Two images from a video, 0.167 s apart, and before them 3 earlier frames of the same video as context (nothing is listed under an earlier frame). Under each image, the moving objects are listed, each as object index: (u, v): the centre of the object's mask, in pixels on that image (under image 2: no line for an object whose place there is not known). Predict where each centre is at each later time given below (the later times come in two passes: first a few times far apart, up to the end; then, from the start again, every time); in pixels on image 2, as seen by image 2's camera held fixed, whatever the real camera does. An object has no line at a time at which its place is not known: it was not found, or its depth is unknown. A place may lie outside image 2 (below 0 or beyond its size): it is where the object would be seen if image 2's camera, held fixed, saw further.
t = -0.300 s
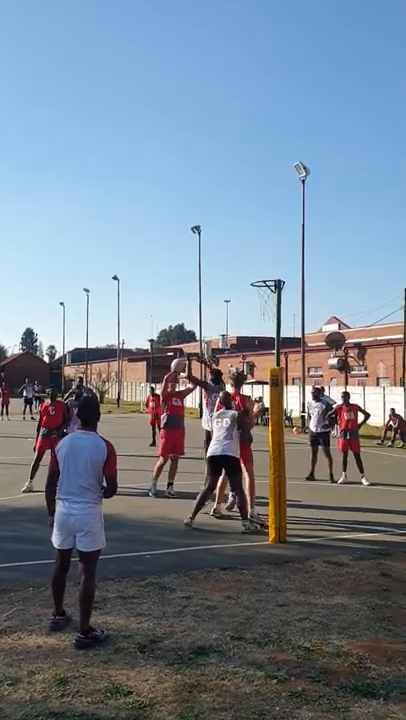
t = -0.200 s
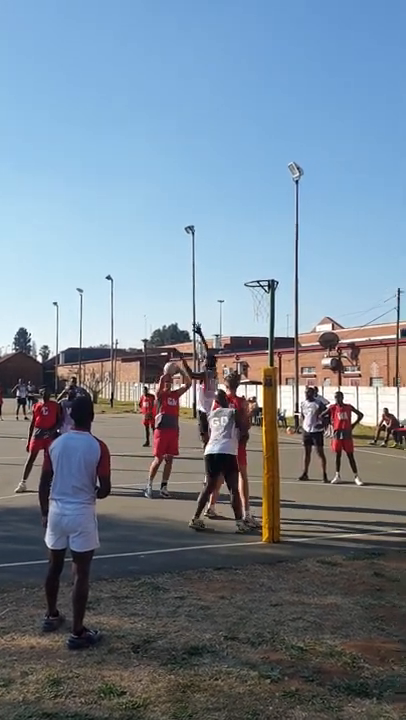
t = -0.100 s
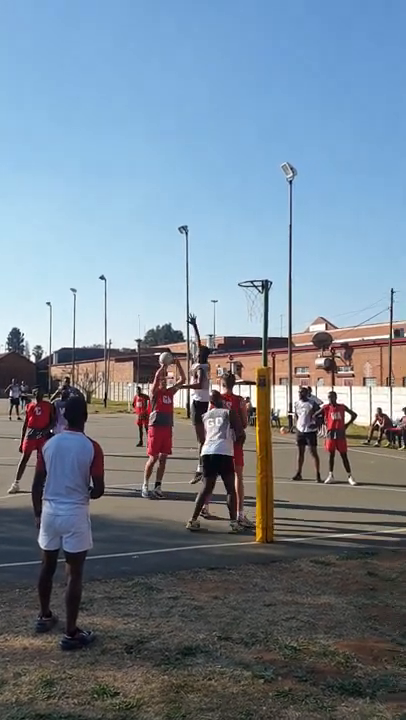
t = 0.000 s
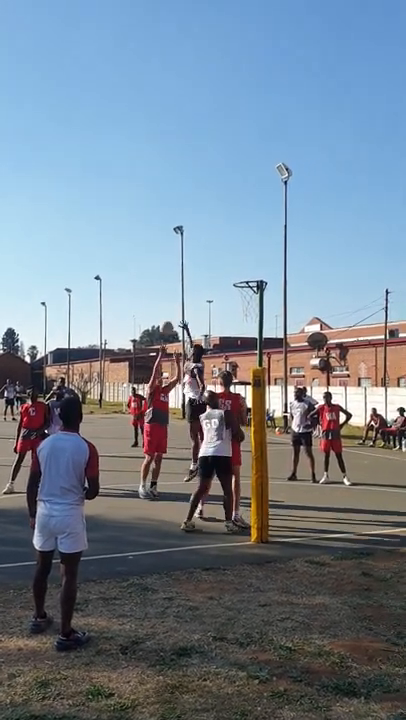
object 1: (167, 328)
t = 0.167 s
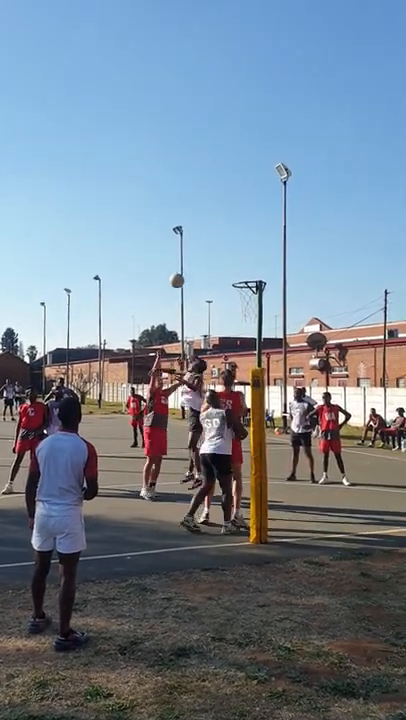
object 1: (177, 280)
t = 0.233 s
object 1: (181, 265)
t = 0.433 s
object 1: (196, 235)
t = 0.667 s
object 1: (216, 232)
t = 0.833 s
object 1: (233, 257)
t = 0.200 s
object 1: (179, 272)
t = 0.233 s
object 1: (181, 265)
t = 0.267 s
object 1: (184, 258)
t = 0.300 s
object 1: (186, 252)
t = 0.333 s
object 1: (189, 247)
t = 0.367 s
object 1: (191, 242)
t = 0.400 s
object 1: (193, 238)
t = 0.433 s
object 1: (196, 235)
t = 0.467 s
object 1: (199, 232)
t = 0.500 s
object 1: (201, 230)
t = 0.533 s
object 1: (204, 229)
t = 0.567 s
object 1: (207, 229)
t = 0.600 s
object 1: (210, 229)
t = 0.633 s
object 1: (213, 230)
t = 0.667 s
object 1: (216, 232)
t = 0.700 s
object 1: (219, 235)
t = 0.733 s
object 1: (223, 239)
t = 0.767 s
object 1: (226, 244)
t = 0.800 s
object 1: (229, 250)
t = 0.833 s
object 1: (233, 257)
